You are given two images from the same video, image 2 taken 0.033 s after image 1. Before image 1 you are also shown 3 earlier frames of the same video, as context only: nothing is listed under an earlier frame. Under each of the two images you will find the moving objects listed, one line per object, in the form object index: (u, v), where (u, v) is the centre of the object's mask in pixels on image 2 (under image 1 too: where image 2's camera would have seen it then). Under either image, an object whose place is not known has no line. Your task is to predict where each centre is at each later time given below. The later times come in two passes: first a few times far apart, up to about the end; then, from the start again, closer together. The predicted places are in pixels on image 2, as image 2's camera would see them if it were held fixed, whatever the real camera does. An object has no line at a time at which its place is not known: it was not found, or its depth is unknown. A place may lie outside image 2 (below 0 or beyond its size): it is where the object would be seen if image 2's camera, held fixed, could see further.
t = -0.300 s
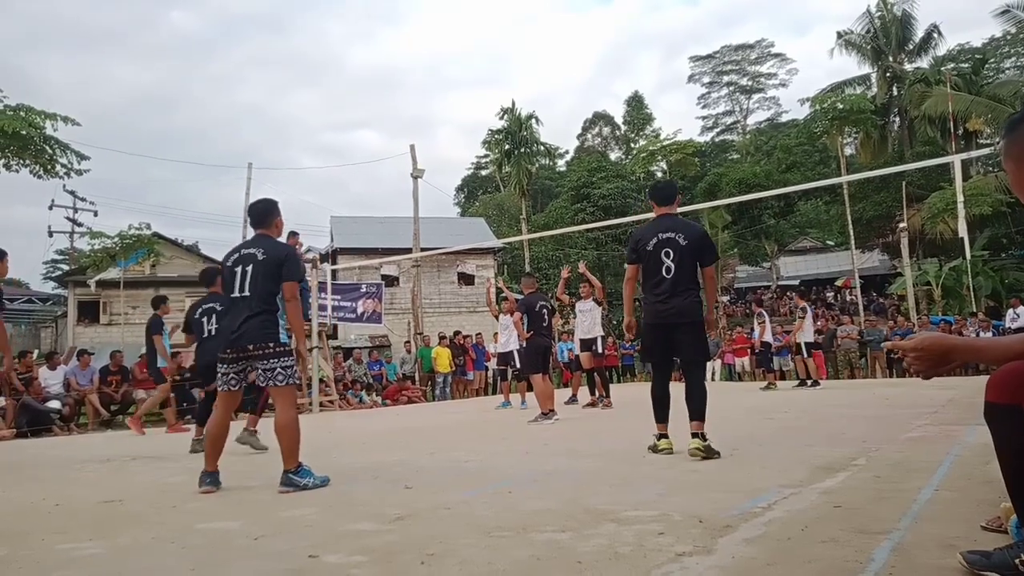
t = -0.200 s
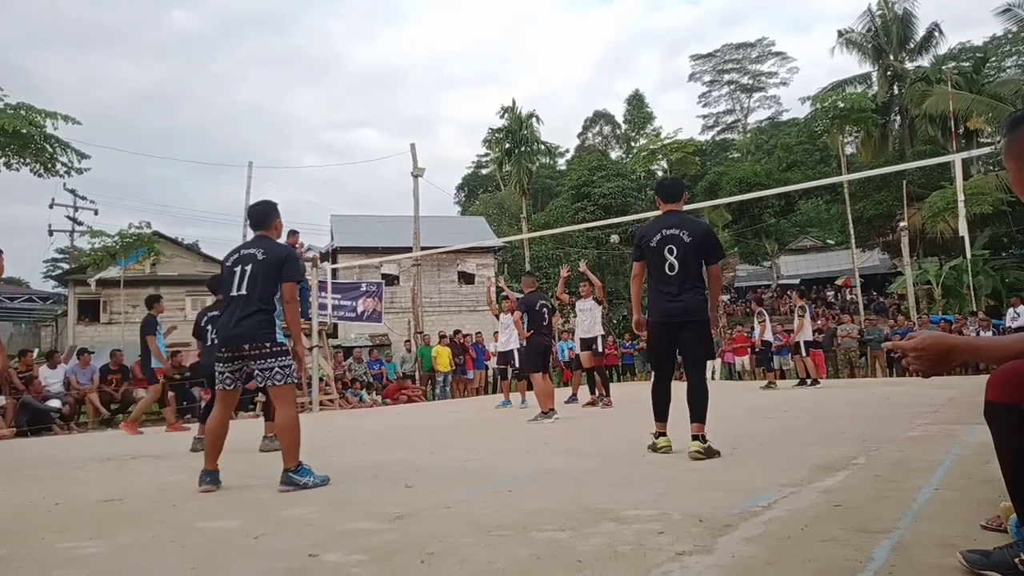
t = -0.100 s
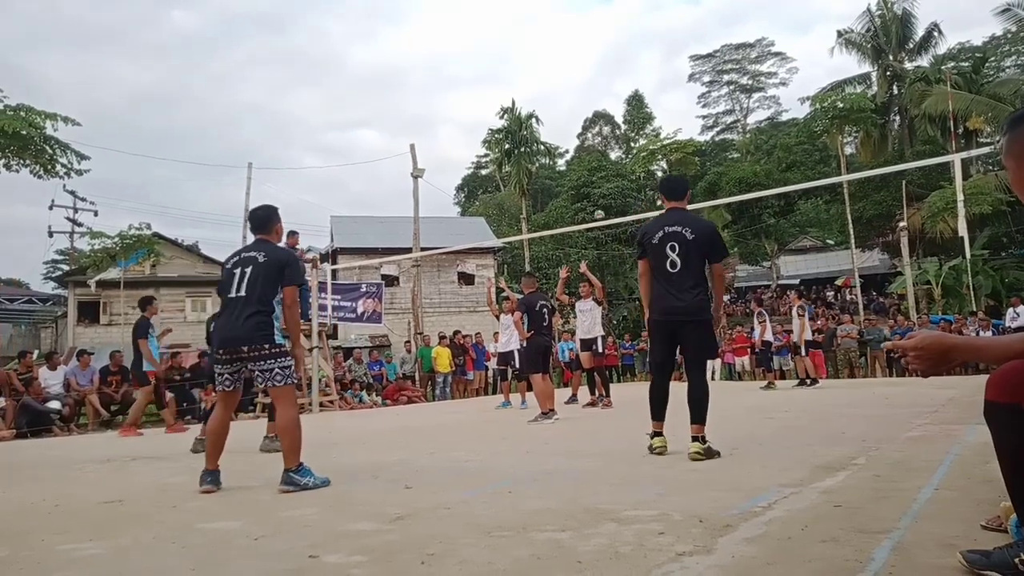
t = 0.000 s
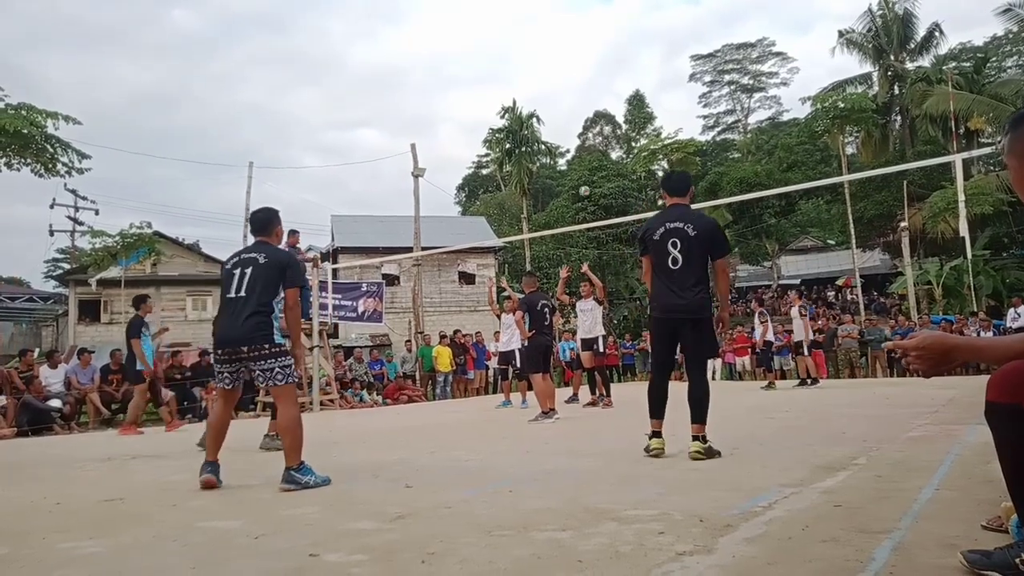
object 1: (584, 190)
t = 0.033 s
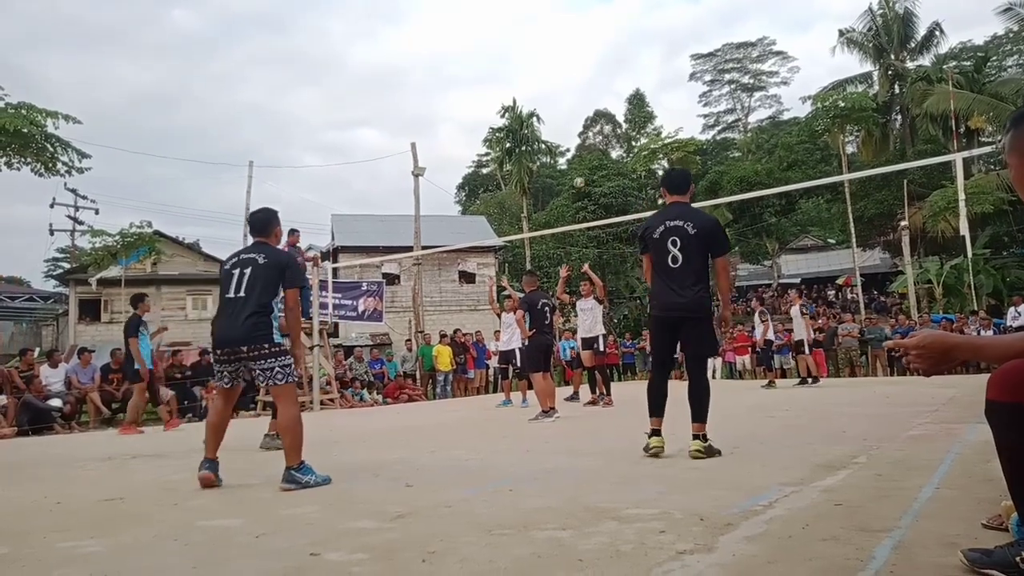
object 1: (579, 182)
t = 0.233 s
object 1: (540, 139)
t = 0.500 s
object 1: (464, 106)
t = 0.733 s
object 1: (362, 107)
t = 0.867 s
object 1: (269, 134)
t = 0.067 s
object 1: (573, 174)
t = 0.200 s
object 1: (546, 146)
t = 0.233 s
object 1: (540, 139)
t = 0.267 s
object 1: (532, 135)
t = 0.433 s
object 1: (487, 113)
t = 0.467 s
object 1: (476, 109)
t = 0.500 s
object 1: (464, 106)
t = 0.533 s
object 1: (453, 104)
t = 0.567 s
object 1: (440, 102)
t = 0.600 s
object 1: (427, 101)
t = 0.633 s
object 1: (413, 102)
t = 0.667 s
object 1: (397, 102)
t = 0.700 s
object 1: (380, 104)
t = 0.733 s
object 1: (362, 107)
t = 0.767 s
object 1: (342, 111)
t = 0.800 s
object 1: (320, 117)
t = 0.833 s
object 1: (296, 124)
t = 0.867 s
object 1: (269, 134)
